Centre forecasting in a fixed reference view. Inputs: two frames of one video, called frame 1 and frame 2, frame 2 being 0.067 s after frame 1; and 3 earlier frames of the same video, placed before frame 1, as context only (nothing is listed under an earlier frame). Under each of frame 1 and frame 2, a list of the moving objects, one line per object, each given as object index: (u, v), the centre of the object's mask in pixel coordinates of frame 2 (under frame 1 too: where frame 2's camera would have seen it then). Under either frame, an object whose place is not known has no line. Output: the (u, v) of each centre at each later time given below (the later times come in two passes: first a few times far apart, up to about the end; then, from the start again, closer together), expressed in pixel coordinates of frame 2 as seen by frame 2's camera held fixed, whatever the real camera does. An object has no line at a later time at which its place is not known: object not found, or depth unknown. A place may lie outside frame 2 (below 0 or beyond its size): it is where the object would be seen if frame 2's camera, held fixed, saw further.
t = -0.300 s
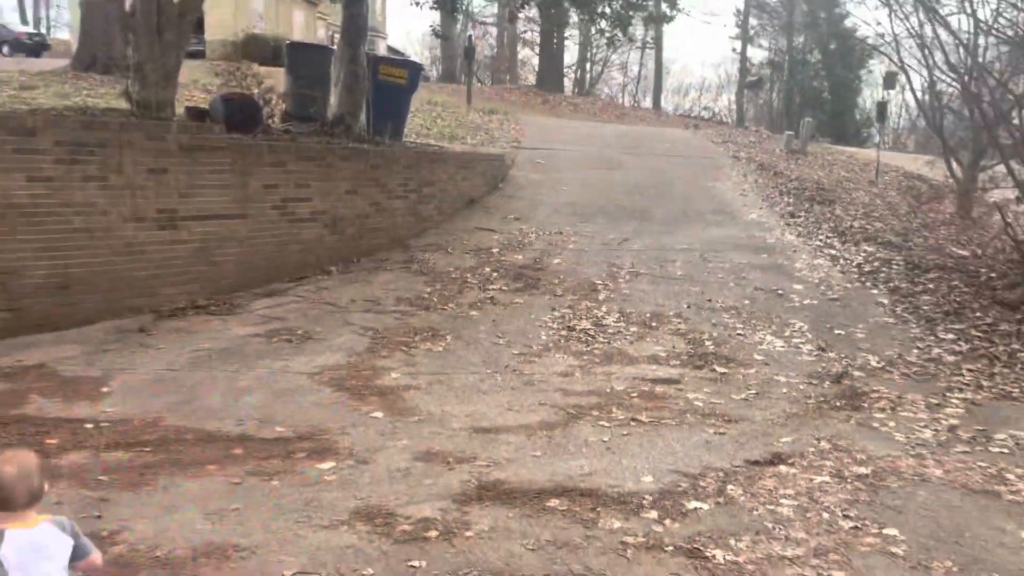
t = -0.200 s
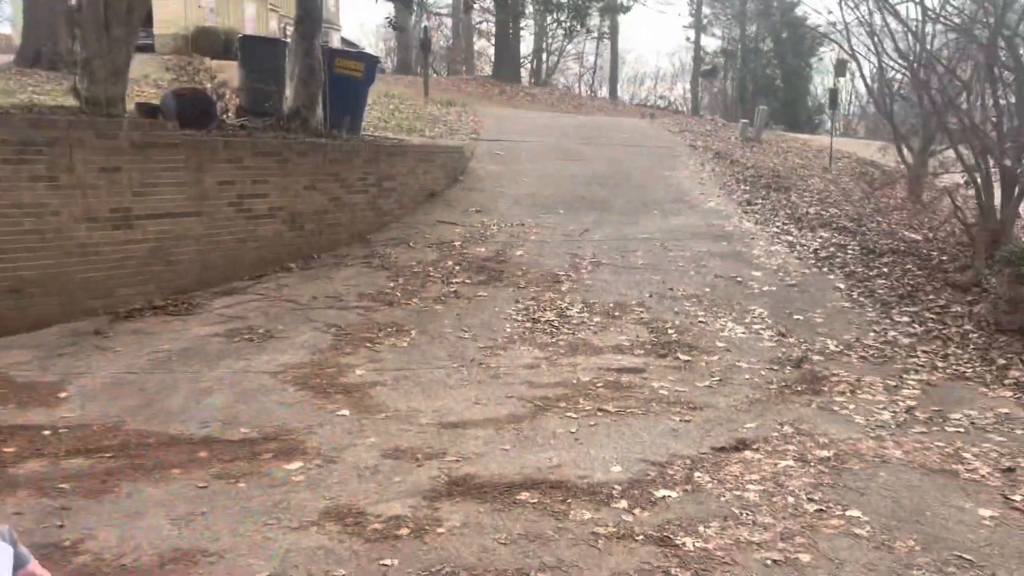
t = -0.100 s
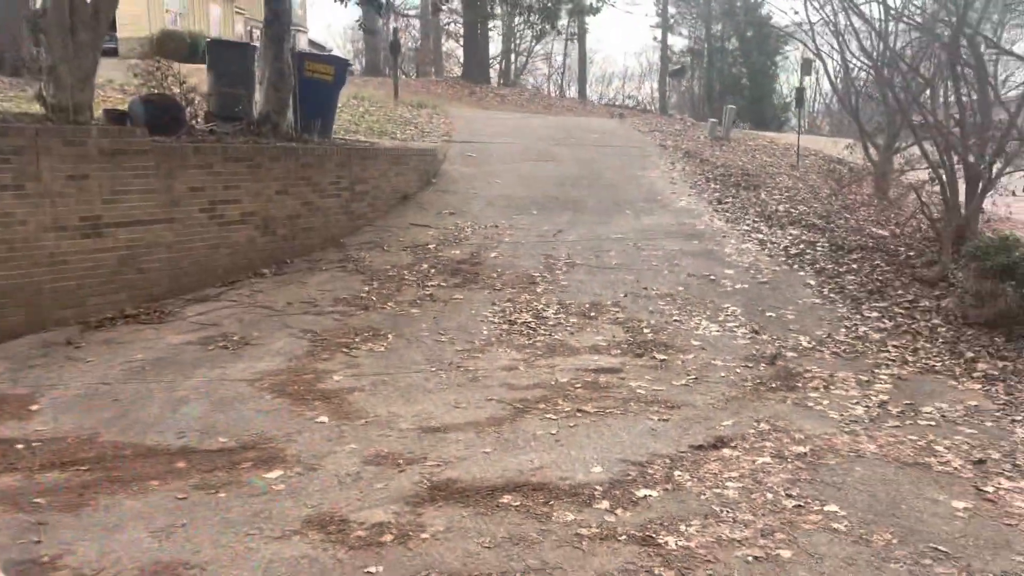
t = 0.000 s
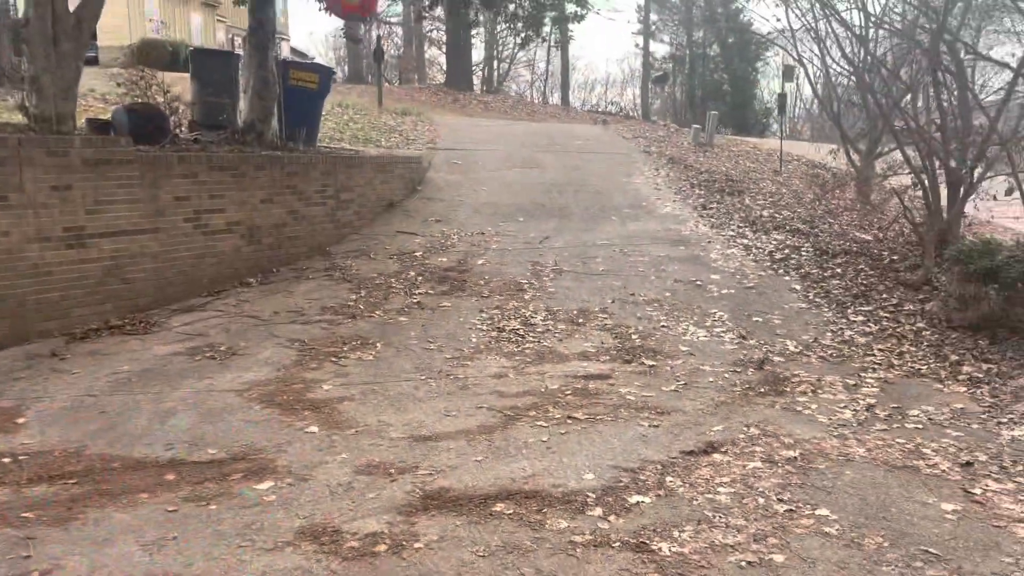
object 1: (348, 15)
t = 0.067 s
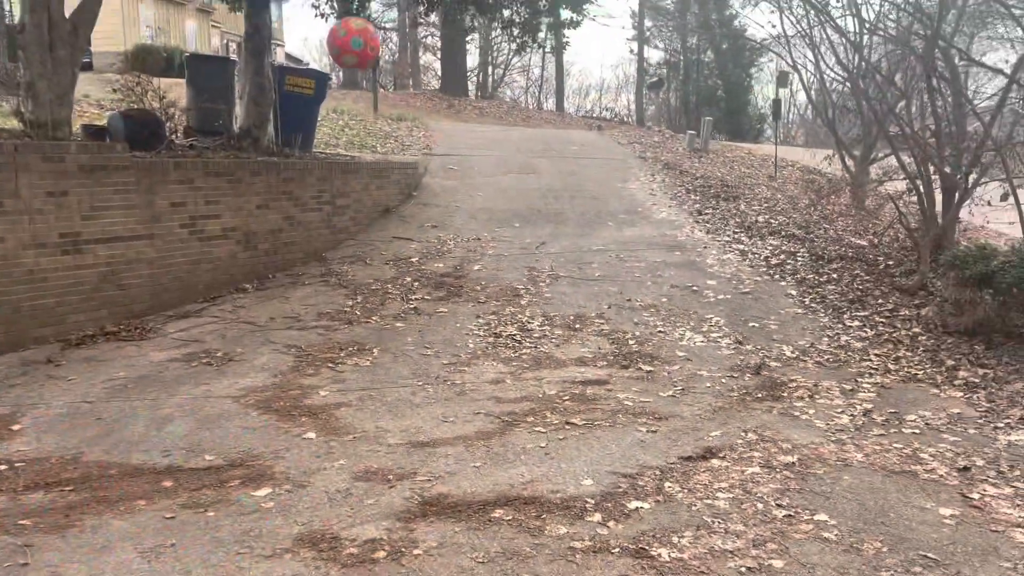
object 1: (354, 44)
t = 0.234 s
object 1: (367, 161)
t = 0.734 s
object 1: (361, 218)
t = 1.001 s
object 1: (349, 146)
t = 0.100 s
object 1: (357, 67)
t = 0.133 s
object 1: (360, 91)
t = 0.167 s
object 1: (362, 115)
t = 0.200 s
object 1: (364, 139)
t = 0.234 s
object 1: (367, 161)
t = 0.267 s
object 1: (367, 186)
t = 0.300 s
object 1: (369, 210)
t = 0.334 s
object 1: (370, 235)
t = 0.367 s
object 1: (371, 260)
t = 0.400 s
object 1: (372, 284)
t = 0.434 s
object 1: (371, 308)
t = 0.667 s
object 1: (364, 252)
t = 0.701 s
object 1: (363, 235)
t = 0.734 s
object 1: (361, 218)
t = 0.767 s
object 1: (360, 203)
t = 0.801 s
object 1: (358, 188)
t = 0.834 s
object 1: (358, 179)
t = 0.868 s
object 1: (355, 168)
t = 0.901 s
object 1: (351, 160)
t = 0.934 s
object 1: (351, 155)
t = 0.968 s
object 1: (350, 149)
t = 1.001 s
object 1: (349, 146)
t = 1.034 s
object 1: (348, 144)
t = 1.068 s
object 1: (348, 144)
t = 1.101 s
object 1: (346, 145)
